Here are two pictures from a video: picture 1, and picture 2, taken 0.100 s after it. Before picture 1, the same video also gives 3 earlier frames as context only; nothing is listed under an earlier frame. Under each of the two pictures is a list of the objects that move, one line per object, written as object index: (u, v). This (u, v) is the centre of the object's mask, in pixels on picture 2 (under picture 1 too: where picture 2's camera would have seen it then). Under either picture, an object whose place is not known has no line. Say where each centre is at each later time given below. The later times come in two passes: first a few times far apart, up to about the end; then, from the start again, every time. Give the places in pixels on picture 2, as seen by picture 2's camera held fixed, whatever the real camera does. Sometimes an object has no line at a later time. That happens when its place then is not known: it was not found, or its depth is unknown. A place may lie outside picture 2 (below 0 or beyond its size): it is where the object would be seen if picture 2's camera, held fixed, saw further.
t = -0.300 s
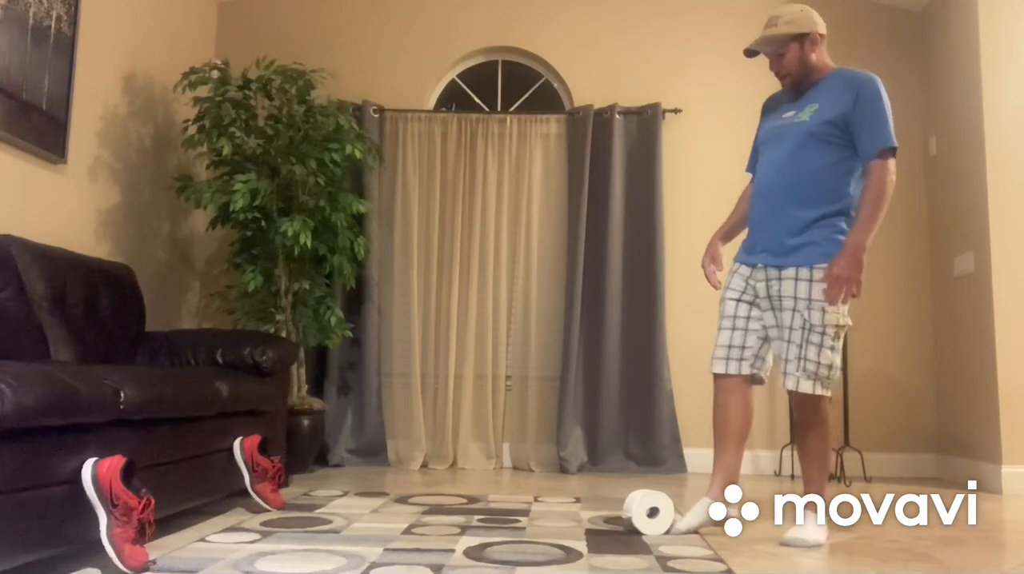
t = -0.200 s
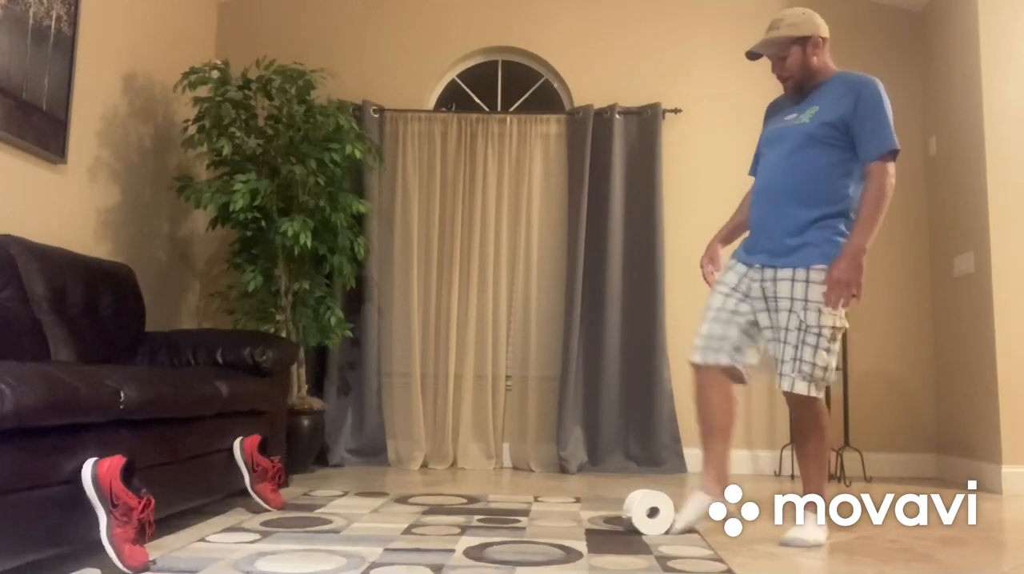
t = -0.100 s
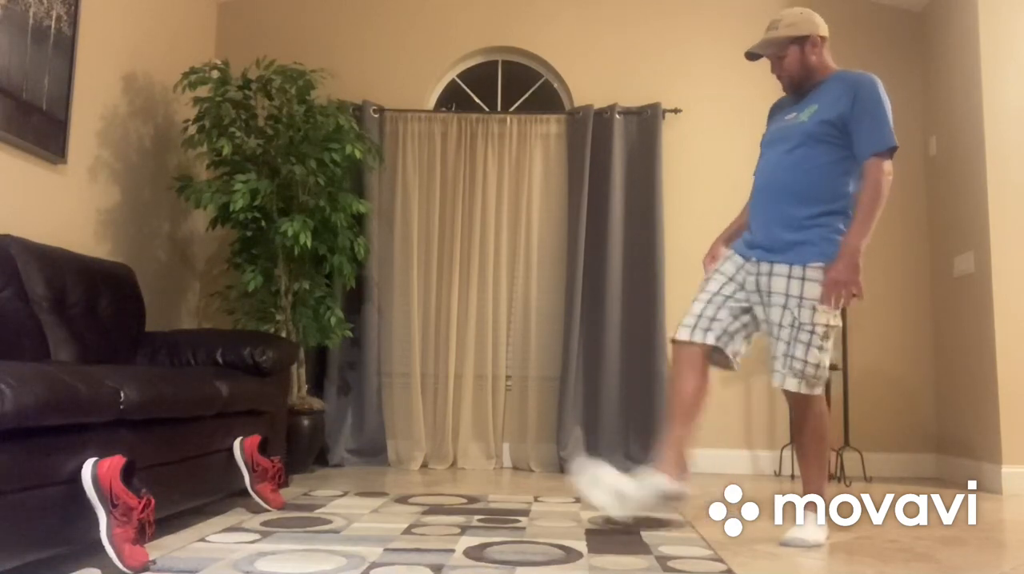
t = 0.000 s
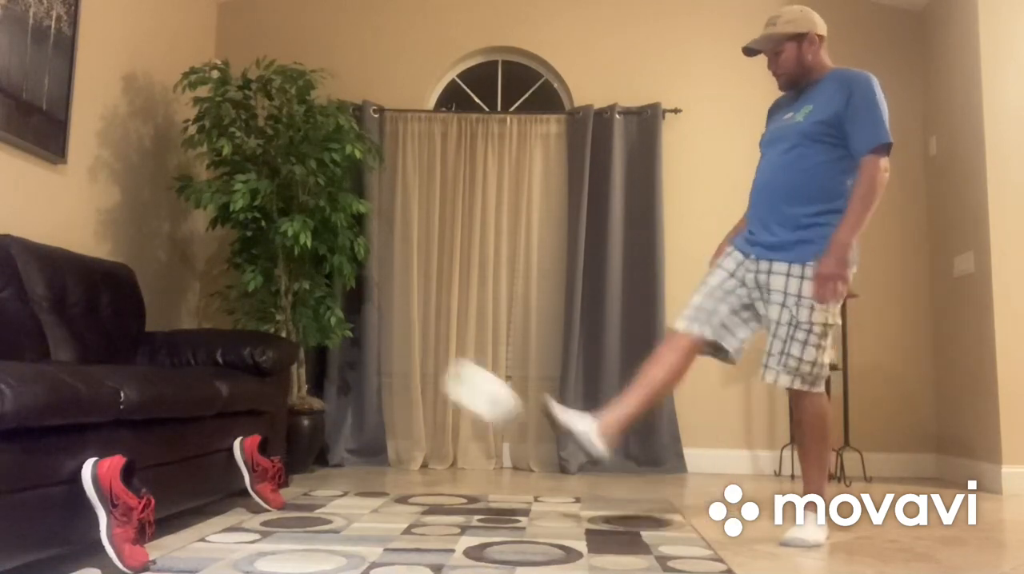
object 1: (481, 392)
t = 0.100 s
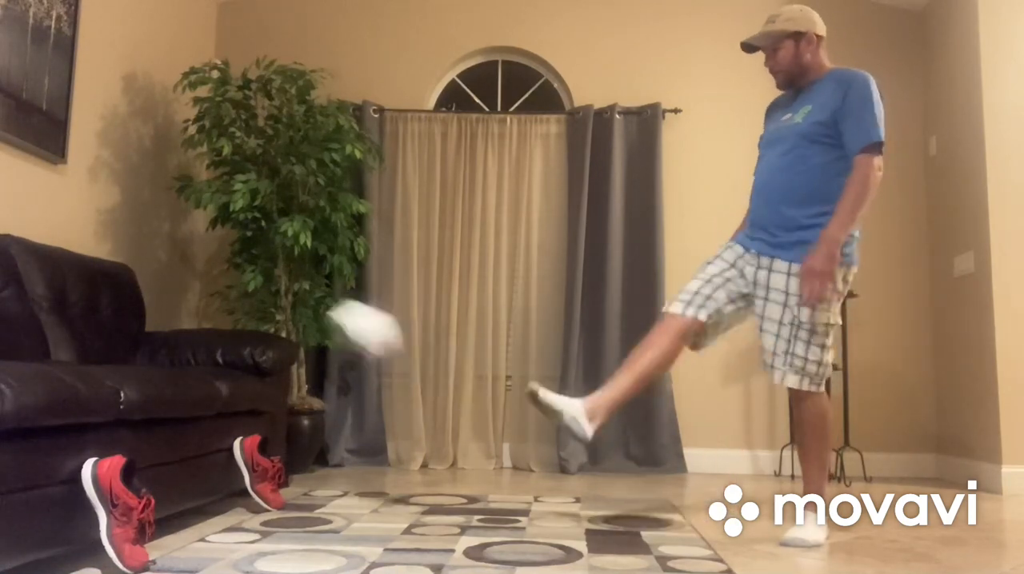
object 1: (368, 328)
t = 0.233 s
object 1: (209, 296)
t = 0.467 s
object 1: (31, 309)
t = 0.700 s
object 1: (75, 340)
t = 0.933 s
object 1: (126, 348)
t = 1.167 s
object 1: (170, 360)
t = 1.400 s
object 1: (196, 363)
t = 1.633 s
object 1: (190, 364)
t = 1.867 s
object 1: (191, 364)
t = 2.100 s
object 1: (191, 364)
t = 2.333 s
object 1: (190, 364)
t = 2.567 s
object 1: (191, 364)
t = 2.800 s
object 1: (191, 364)
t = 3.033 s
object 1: (191, 364)
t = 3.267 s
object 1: (191, 363)
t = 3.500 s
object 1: (191, 363)
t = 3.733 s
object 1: (191, 363)
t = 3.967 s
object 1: (191, 363)
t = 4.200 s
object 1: (191, 363)
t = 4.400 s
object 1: (191, 363)
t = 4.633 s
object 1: (191, 363)
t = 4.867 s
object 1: (190, 364)
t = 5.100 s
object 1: (190, 364)
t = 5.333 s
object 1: (190, 364)
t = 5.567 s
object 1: (190, 364)
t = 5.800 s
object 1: (190, 364)
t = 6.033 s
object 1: (190, 364)
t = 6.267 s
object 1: (190, 364)
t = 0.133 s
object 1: (323, 316)
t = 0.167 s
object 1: (286, 305)
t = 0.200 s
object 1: (247, 299)
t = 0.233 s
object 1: (209, 296)
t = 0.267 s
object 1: (169, 293)
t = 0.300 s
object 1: (133, 297)
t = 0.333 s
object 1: (97, 304)
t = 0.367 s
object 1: (59, 312)
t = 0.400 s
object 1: (27, 321)
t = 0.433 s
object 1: (24, 317)
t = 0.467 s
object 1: (31, 309)
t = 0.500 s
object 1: (37, 305)
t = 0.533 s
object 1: (44, 303)
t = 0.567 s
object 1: (51, 304)
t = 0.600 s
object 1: (57, 309)
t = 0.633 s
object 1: (63, 317)
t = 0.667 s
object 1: (69, 328)
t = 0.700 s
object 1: (75, 340)
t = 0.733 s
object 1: (81, 349)
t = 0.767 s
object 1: (88, 349)
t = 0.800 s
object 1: (96, 345)
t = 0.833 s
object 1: (104, 342)
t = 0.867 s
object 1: (111, 341)
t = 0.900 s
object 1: (119, 345)
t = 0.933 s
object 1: (126, 348)
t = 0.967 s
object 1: (134, 350)
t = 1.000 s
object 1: (141, 348)
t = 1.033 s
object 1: (147, 348)
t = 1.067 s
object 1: (152, 349)
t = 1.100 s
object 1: (158, 351)
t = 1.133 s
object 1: (164, 358)
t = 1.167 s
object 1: (170, 360)
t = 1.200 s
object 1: (176, 361)
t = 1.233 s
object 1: (182, 359)
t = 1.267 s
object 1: (186, 362)
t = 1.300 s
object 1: (190, 363)
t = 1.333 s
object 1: (193, 363)
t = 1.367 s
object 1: (195, 362)
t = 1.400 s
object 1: (196, 363)
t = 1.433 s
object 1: (197, 363)
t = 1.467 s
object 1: (196, 363)
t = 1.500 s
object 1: (195, 364)
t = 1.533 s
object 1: (193, 364)
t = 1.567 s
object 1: (191, 364)
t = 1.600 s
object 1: (190, 363)
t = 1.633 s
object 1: (190, 364)
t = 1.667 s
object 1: (190, 364)
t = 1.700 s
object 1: (190, 364)
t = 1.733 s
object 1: (190, 364)
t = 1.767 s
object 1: (190, 364)
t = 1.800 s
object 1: (191, 364)
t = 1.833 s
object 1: (191, 364)
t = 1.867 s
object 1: (191, 364)
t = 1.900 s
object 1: (190, 364)
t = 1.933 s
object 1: (191, 364)
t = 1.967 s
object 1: (191, 364)
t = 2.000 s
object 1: (191, 364)
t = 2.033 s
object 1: (191, 364)
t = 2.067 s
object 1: (190, 364)
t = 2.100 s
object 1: (191, 364)
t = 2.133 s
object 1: (191, 364)
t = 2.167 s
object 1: (191, 364)
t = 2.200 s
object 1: (190, 364)
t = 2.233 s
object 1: (191, 364)
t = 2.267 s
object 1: (190, 364)
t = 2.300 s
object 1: (190, 364)
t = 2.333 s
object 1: (190, 364)
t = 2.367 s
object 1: (191, 364)
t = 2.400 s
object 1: (191, 364)
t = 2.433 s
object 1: (191, 364)
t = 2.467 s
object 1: (191, 364)
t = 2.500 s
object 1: (191, 364)
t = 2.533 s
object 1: (190, 364)
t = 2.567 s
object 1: (191, 364)
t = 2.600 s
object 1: (191, 364)
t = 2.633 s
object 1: (191, 364)
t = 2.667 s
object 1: (191, 364)
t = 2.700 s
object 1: (191, 364)
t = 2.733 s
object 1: (191, 364)
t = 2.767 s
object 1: (191, 364)
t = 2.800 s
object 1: (191, 364)
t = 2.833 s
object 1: (191, 364)
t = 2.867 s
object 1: (191, 364)
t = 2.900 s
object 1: (191, 364)
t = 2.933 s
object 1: (191, 364)
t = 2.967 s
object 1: (191, 364)
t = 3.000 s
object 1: (191, 363)
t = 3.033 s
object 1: (191, 364)
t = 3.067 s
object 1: (191, 364)
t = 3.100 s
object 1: (191, 364)
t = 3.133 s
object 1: (191, 363)
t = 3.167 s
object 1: (191, 364)
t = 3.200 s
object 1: (191, 364)
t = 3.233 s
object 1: (191, 363)
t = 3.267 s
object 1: (191, 363)
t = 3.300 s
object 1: (191, 363)
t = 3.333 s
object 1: (191, 363)
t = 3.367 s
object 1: (191, 364)
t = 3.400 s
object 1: (191, 363)
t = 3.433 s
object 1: (191, 363)
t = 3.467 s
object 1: (191, 363)
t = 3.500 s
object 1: (191, 363)
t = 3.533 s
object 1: (191, 363)
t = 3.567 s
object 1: (191, 363)
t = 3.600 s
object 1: (191, 363)
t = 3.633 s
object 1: (191, 363)
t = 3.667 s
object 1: (191, 363)
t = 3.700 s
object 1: (191, 363)
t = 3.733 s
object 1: (191, 363)
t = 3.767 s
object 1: (191, 363)
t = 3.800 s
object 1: (191, 364)
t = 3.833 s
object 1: (191, 363)
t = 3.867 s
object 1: (191, 363)
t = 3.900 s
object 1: (191, 363)
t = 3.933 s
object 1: (191, 363)
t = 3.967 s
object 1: (191, 363)
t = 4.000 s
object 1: (191, 363)
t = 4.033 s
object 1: (191, 363)
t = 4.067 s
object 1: (191, 363)
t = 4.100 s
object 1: (191, 363)
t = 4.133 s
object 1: (191, 363)
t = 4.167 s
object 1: (191, 363)
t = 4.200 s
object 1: (191, 363)
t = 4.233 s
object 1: (191, 363)
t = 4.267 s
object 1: (191, 363)
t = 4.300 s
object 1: (191, 363)
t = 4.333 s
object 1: (191, 363)
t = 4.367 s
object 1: (191, 363)
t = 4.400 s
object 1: (191, 363)
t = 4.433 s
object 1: (191, 363)
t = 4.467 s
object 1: (191, 363)
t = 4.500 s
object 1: (191, 363)
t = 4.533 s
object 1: (191, 363)
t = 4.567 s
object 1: (191, 363)
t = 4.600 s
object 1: (191, 363)
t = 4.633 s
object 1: (191, 363)
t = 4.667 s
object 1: (191, 363)
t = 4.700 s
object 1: (191, 363)
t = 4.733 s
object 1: (190, 364)
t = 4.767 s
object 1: (190, 364)
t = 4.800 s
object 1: (190, 364)
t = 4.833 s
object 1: (190, 364)
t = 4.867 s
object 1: (190, 364)
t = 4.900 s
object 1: (190, 364)
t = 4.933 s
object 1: (190, 364)
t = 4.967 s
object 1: (190, 364)
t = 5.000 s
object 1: (190, 364)
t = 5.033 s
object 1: (190, 364)
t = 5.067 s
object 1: (190, 364)
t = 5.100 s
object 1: (190, 364)
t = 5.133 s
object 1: (190, 364)
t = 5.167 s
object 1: (190, 364)
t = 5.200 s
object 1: (190, 364)
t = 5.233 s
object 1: (190, 364)
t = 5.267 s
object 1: (190, 364)
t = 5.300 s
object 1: (190, 364)
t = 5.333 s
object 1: (190, 364)
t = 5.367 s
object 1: (190, 364)
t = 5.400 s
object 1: (190, 364)
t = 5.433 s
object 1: (190, 364)
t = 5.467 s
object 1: (190, 364)
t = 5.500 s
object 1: (190, 364)
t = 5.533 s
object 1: (190, 364)
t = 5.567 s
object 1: (190, 364)
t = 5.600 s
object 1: (190, 364)
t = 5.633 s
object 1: (190, 364)
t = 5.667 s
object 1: (190, 364)
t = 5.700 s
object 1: (190, 364)
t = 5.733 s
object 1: (190, 364)
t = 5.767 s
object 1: (190, 364)
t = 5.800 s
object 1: (190, 364)
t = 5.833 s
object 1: (190, 364)
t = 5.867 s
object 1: (190, 364)
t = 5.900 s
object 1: (190, 364)
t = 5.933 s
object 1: (190, 364)
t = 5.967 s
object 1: (190, 364)
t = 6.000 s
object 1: (190, 364)
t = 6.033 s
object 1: (190, 364)
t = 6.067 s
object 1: (190, 364)
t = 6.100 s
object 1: (190, 364)
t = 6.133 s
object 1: (190, 364)
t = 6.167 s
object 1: (190, 364)
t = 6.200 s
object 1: (190, 364)
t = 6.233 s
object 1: (190, 364)
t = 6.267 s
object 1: (190, 364)
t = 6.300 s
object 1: (190, 364)
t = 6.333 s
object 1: (190, 364)
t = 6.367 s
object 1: (190, 364)
